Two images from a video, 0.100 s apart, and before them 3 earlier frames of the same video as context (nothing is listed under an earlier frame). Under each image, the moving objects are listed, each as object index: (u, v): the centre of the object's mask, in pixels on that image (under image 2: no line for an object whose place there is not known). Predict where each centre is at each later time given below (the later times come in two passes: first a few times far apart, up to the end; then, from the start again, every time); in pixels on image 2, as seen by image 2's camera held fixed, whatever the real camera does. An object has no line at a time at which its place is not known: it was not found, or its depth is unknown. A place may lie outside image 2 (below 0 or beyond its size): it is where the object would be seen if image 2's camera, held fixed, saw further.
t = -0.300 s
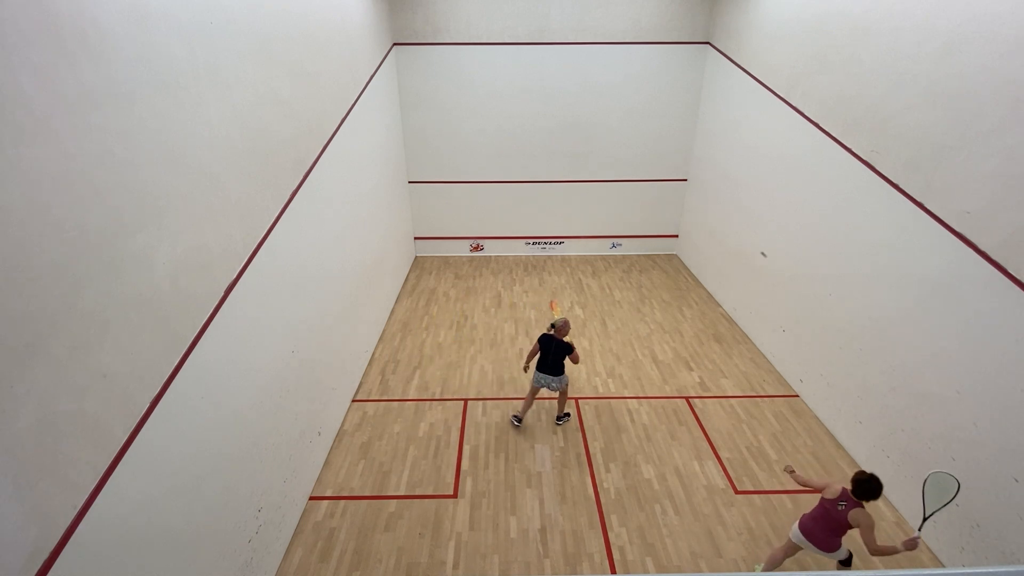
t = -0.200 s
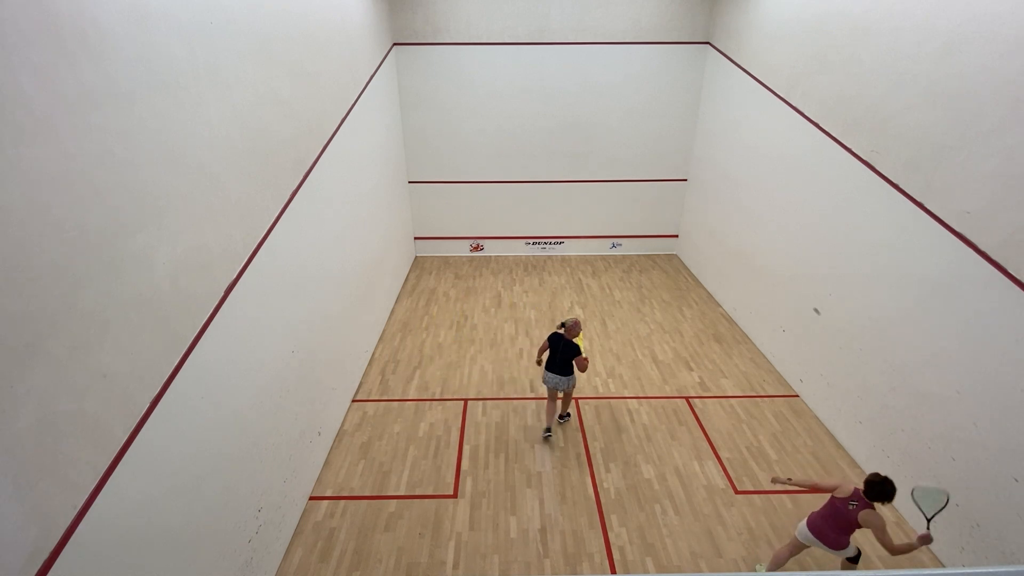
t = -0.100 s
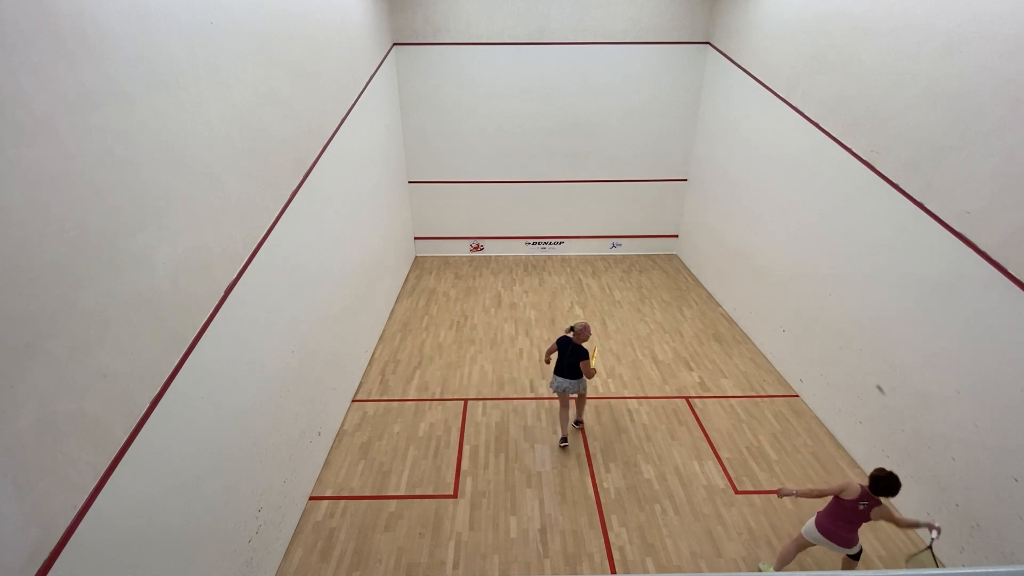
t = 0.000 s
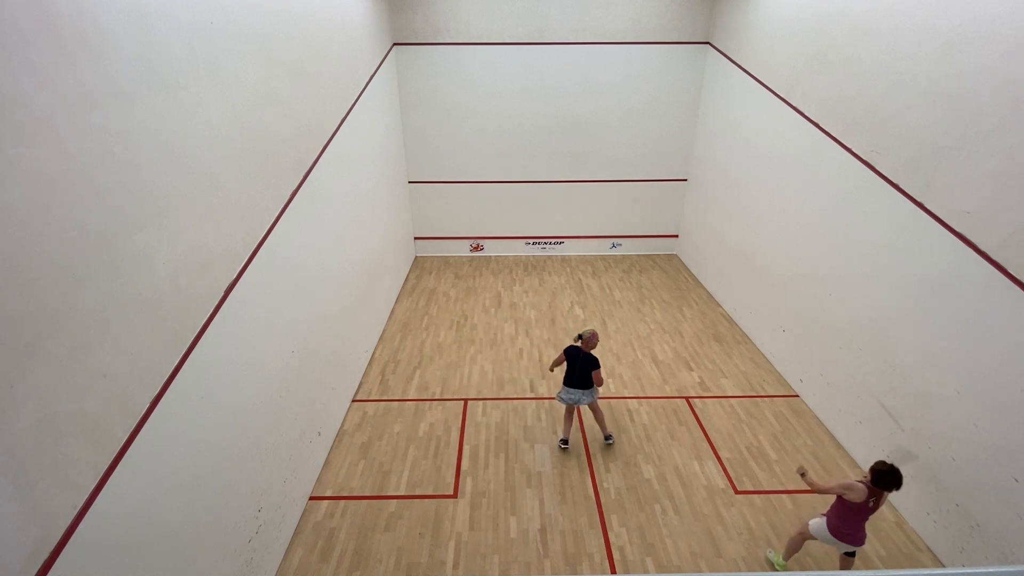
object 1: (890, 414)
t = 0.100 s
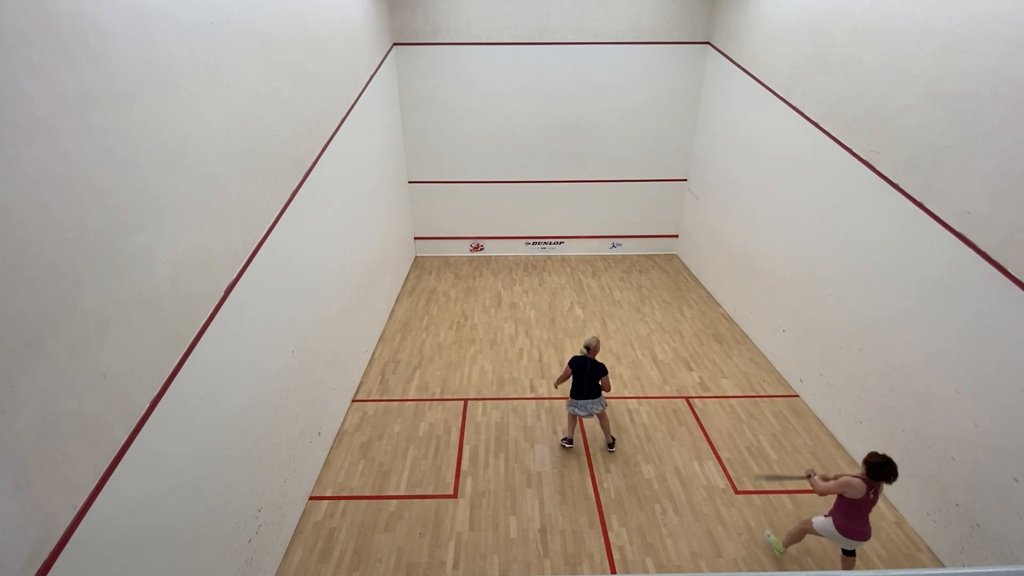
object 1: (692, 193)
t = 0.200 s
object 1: (613, 108)
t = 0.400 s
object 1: (607, 90)
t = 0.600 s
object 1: (595, 92)
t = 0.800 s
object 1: (571, 133)
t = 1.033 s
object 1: (518, 274)
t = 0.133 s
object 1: (658, 156)
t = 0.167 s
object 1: (630, 127)
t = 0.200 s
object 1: (613, 108)
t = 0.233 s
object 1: (613, 104)
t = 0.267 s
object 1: (612, 101)
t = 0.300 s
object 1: (610, 97)
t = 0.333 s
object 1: (609, 94)
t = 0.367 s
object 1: (609, 92)
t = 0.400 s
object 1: (607, 90)
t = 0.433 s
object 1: (606, 87)
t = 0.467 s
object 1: (604, 88)
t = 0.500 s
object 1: (602, 87)
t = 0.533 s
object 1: (600, 88)
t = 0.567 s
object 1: (598, 90)
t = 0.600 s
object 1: (595, 92)
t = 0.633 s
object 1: (592, 96)
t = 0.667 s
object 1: (589, 100)
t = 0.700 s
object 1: (585, 106)
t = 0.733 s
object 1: (581, 113)
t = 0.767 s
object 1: (576, 122)
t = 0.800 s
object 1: (571, 133)
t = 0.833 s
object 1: (565, 145)
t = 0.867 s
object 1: (559, 160)
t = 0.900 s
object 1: (552, 177)
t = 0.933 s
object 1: (545, 197)
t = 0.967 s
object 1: (537, 218)
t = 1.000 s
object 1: (529, 242)
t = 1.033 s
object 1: (518, 274)
